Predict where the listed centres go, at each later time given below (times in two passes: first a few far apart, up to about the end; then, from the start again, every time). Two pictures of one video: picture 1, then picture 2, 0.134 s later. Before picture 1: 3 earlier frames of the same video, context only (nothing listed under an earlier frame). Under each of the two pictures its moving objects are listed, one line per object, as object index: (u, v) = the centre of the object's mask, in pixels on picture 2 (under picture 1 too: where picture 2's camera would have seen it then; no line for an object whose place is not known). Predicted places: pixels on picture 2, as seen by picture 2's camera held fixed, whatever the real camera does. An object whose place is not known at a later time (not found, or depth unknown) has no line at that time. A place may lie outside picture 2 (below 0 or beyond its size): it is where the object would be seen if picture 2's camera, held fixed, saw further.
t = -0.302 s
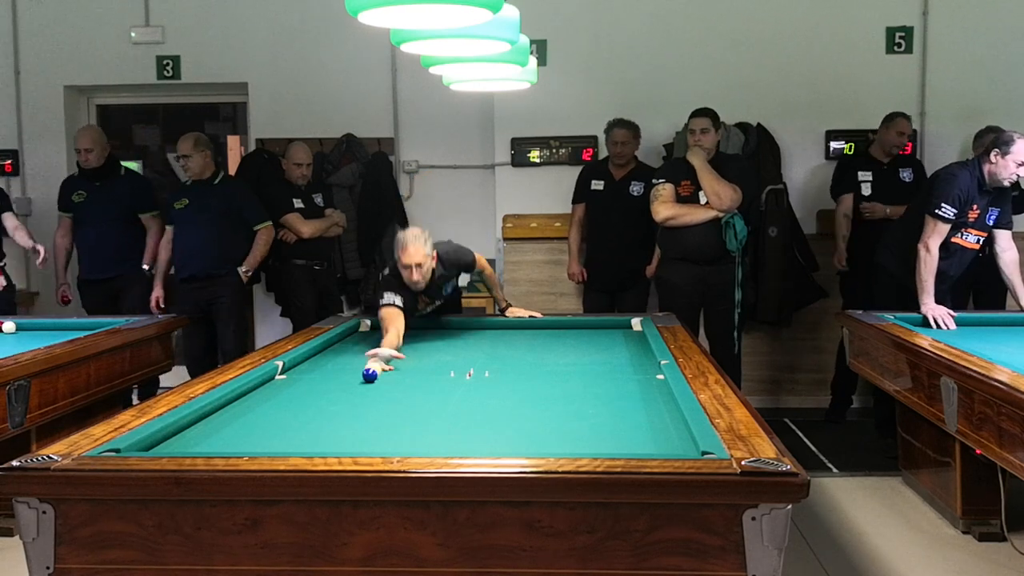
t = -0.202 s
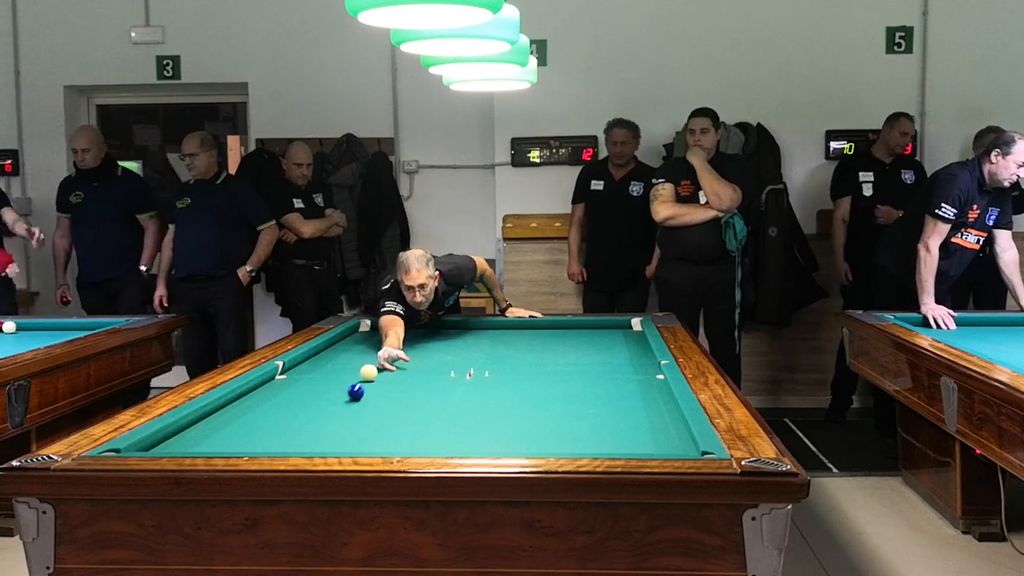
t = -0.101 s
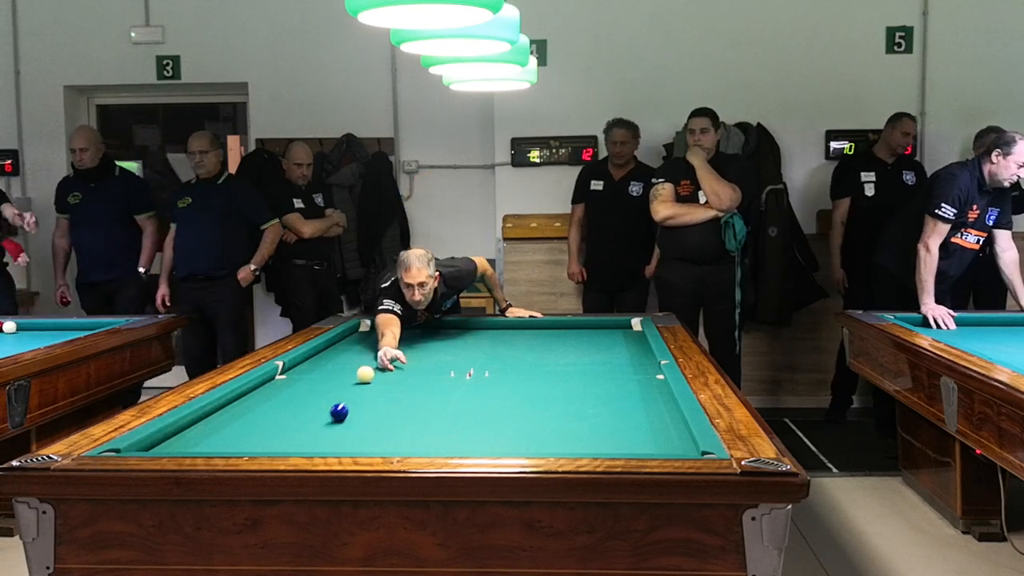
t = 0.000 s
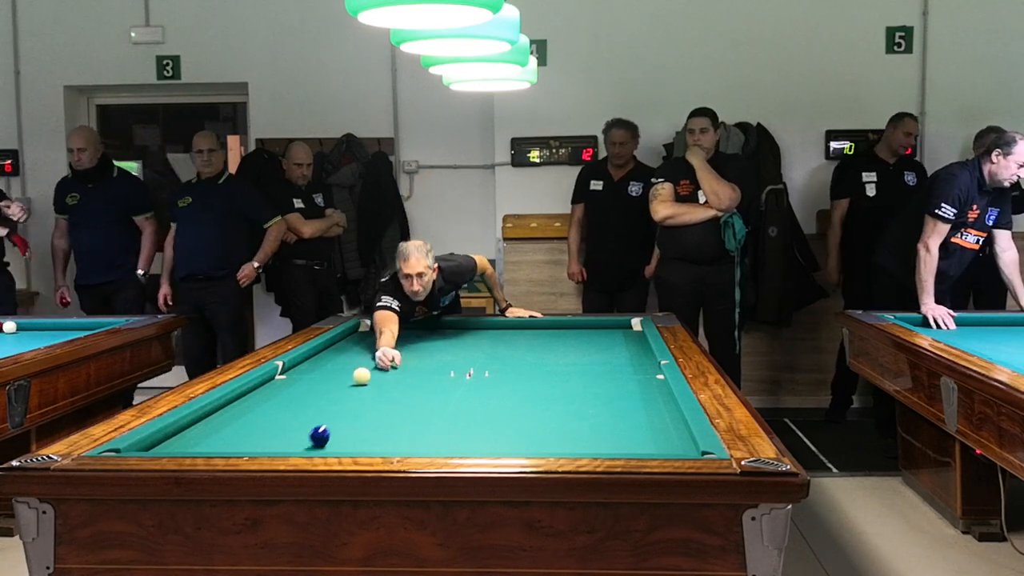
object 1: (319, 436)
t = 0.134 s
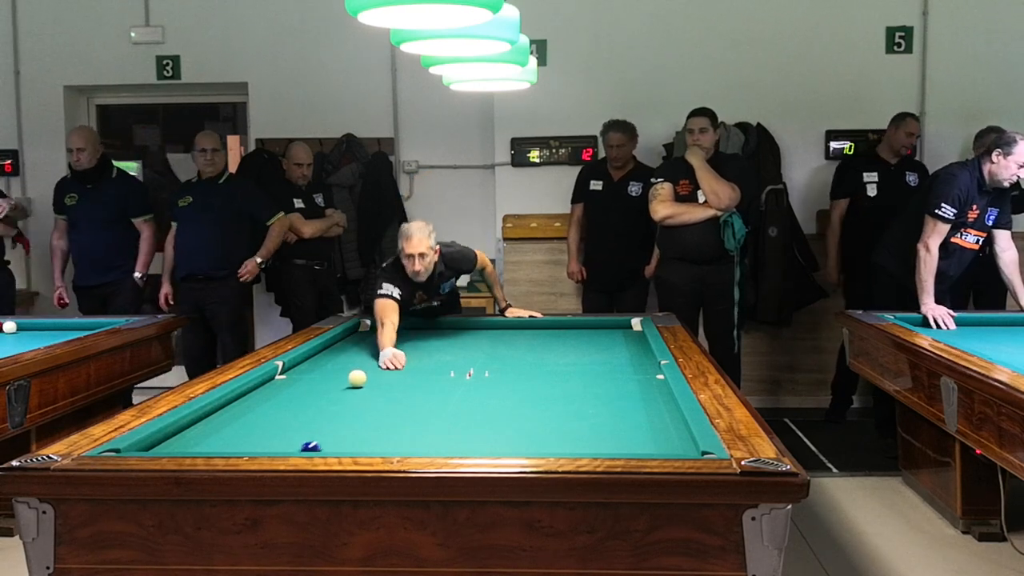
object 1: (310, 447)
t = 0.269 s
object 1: (344, 427)
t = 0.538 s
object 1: (388, 393)
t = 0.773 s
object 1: (417, 372)
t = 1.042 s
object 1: (442, 352)
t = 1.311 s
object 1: (462, 337)
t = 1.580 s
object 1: (478, 326)
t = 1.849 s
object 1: (472, 333)
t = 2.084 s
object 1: (468, 341)
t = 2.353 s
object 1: (463, 350)
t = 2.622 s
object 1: (457, 361)
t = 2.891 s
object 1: (450, 372)
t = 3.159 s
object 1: (442, 386)
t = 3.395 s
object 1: (435, 399)
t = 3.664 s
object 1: (424, 417)
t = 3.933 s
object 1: (413, 438)
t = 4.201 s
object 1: (400, 451)
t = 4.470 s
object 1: (414, 443)
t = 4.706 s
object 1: (425, 432)
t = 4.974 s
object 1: (435, 419)
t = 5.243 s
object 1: (444, 408)
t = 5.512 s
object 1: (452, 399)
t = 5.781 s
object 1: (459, 390)
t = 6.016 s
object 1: (465, 384)
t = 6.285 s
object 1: (470, 377)
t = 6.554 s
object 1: (475, 370)
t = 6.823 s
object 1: (479, 364)
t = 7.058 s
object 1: (482, 360)
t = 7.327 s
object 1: (486, 355)
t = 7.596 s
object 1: (489, 350)
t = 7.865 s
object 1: (492, 347)
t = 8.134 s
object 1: (495, 343)
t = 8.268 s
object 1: (496, 341)
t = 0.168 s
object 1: (320, 443)
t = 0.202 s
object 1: (328, 439)
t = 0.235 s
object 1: (336, 433)
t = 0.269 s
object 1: (344, 427)
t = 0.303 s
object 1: (351, 422)
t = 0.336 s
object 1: (357, 417)
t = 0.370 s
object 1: (363, 413)
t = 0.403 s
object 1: (368, 408)
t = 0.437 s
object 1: (374, 404)
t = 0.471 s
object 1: (379, 400)
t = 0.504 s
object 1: (383, 397)
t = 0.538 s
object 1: (388, 393)
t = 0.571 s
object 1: (393, 390)
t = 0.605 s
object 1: (397, 386)
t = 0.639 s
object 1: (401, 383)
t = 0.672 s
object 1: (405, 380)
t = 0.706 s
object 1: (409, 377)
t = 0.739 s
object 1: (413, 375)
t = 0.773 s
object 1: (417, 372)
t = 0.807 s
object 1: (420, 369)
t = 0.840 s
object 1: (423, 367)
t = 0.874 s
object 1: (427, 364)
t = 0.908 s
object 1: (430, 361)
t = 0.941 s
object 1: (433, 359)
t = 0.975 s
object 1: (436, 357)
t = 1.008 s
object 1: (439, 354)
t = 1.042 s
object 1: (442, 352)
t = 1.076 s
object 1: (445, 350)
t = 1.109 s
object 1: (447, 348)
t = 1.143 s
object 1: (450, 346)
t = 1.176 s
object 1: (452, 344)
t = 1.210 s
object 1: (455, 342)
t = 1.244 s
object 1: (457, 341)
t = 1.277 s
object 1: (460, 339)
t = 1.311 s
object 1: (462, 337)
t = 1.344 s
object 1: (464, 335)
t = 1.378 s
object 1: (466, 334)
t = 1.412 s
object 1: (468, 332)
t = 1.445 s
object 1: (470, 331)
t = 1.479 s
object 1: (472, 329)
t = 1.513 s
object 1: (474, 327)
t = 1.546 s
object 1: (476, 326)
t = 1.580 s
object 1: (478, 326)
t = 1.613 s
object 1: (477, 326)
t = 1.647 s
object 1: (476, 327)
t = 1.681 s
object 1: (476, 328)
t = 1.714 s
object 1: (475, 329)
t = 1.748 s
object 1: (474, 330)
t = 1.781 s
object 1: (474, 331)
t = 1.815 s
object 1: (473, 332)
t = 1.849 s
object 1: (472, 333)
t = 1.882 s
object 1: (472, 334)
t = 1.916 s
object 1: (471, 335)
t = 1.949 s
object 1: (471, 336)
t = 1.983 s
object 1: (470, 337)
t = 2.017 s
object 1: (469, 338)
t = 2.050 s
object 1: (469, 340)
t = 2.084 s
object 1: (468, 341)
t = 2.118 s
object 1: (467, 342)
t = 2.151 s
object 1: (467, 343)
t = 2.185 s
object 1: (466, 344)
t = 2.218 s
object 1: (465, 345)
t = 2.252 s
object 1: (465, 346)
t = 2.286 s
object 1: (464, 347)
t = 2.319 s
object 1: (463, 349)
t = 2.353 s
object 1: (463, 350)
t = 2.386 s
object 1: (462, 351)
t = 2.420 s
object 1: (461, 353)
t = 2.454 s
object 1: (461, 354)
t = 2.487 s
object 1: (460, 355)
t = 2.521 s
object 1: (459, 356)
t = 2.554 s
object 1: (458, 358)
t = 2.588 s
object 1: (457, 359)
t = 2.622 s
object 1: (457, 361)
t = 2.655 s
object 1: (456, 362)
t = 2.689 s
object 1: (455, 363)
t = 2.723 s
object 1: (454, 365)
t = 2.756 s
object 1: (453, 366)
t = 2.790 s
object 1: (452, 367)
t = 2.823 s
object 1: (452, 369)
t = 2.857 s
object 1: (451, 371)
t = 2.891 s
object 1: (450, 372)
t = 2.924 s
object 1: (449, 374)
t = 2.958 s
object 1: (448, 376)
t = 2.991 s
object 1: (447, 377)
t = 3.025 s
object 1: (446, 379)
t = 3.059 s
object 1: (445, 380)
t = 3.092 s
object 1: (444, 382)
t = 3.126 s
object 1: (443, 384)
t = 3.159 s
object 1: (442, 386)
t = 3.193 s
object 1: (441, 388)
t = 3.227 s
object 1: (440, 389)
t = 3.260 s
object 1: (439, 392)
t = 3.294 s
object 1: (438, 393)
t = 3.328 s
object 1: (437, 395)
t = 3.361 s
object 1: (436, 398)
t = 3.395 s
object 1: (435, 399)
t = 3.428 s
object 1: (433, 402)
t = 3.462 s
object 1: (432, 404)
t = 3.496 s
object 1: (431, 406)
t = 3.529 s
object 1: (430, 408)
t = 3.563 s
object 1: (428, 410)
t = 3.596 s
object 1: (427, 413)
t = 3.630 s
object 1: (426, 415)
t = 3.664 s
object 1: (424, 417)
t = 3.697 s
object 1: (423, 419)
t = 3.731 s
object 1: (422, 422)
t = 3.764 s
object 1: (420, 424)
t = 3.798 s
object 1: (419, 427)
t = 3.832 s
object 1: (417, 430)
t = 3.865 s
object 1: (416, 432)
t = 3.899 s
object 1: (414, 435)
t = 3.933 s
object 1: (413, 438)
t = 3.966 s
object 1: (411, 440)
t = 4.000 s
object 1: (410, 442)
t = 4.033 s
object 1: (408, 444)
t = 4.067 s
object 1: (406, 445)
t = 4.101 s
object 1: (405, 447)
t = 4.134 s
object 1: (403, 448)
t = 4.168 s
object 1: (401, 449)
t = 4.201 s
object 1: (400, 451)
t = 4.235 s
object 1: (402, 450)
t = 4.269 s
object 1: (404, 448)
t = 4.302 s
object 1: (406, 447)
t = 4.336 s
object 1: (408, 446)
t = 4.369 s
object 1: (409, 446)
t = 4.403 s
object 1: (411, 445)
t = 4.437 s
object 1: (412, 444)
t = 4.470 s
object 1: (414, 443)
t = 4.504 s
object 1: (416, 441)
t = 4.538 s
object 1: (417, 440)
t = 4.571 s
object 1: (419, 439)
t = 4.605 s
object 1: (420, 437)
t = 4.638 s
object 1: (422, 436)
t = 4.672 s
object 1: (423, 434)
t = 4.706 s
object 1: (425, 432)
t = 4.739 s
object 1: (426, 430)
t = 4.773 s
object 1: (427, 429)
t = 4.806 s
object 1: (429, 427)
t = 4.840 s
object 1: (430, 425)
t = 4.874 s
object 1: (432, 424)
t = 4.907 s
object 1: (433, 422)
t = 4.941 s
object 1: (434, 421)
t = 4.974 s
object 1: (435, 419)
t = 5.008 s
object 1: (437, 418)
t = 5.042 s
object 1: (438, 416)
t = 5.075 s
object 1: (439, 415)
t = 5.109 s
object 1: (440, 414)
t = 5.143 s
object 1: (441, 412)
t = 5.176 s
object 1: (442, 411)
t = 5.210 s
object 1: (443, 410)
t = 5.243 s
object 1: (444, 408)
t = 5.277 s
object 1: (445, 407)
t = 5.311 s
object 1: (447, 406)
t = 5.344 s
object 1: (447, 405)
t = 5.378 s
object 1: (449, 404)
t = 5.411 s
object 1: (449, 402)
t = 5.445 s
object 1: (450, 401)
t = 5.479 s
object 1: (451, 400)
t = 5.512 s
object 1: (452, 399)
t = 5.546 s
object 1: (453, 398)
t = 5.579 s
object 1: (454, 397)
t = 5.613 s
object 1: (455, 396)
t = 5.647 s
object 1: (456, 395)
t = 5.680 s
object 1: (457, 394)
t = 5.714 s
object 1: (458, 392)
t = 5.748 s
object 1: (458, 392)
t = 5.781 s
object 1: (459, 390)
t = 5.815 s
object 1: (460, 389)
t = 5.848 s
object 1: (461, 389)
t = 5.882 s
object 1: (462, 388)
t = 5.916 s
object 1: (462, 386)
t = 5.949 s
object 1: (463, 386)
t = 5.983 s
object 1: (464, 385)
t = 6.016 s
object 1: (465, 384)
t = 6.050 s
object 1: (466, 383)
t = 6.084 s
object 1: (466, 382)
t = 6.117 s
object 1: (467, 381)
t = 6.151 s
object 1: (468, 380)
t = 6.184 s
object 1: (468, 379)
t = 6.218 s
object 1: (469, 378)
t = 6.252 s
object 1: (470, 377)
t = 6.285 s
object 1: (470, 377)
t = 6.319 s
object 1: (471, 376)
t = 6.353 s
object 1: (471, 375)
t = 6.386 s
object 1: (472, 374)
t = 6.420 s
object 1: (473, 373)
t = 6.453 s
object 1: (473, 372)
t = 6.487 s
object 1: (474, 371)
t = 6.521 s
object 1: (475, 371)
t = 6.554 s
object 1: (475, 370)
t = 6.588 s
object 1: (476, 369)
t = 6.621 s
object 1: (476, 368)
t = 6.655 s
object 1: (477, 368)
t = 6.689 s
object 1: (477, 367)
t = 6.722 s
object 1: (478, 366)
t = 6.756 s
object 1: (478, 366)
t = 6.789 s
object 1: (479, 365)
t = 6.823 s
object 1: (479, 364)
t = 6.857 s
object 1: (480, 364)
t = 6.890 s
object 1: (480, 363)
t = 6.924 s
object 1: (481, 362)
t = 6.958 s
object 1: (481, 362)
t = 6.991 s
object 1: (482, 361)
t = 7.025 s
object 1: (482, 360)
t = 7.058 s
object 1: (482, 360)
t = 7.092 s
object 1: (483, 359)
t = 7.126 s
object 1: (483, 359)
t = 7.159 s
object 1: (484, 358)
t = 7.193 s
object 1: (484, 357)
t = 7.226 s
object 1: (485, 357)
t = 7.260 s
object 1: (485, 356)
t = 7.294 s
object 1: (486, 355)
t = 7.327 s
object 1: (486, 355)
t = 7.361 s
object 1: (487, 354)
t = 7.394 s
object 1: (487, 354)
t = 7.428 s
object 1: (487, 353)
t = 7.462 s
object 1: (488, 353)
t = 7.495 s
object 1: (488, 352)
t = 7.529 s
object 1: (489, 351)
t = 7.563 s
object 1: (489, 351)
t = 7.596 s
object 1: (489, 350)
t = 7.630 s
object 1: (490, 350)
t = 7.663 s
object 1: (490, 349)
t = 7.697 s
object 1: (491, 349)
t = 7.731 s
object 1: (491, 348)
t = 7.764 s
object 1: (491, 348)
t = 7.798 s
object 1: (492, 347)
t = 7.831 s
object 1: (492, 347)
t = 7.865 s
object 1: (492, 347)
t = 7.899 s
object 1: (493, 346)
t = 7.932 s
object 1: (493, 345)
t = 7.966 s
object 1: (494, 345)
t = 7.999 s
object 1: (494, 345)
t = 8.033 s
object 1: (494, 344)
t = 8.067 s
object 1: (494, 343)
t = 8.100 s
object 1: (495, 343)
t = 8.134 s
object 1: (495, 343)
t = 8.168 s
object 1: (495, 342)
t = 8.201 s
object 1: (496, 342)
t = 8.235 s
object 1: (496, 341)
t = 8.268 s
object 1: (496, 341)
